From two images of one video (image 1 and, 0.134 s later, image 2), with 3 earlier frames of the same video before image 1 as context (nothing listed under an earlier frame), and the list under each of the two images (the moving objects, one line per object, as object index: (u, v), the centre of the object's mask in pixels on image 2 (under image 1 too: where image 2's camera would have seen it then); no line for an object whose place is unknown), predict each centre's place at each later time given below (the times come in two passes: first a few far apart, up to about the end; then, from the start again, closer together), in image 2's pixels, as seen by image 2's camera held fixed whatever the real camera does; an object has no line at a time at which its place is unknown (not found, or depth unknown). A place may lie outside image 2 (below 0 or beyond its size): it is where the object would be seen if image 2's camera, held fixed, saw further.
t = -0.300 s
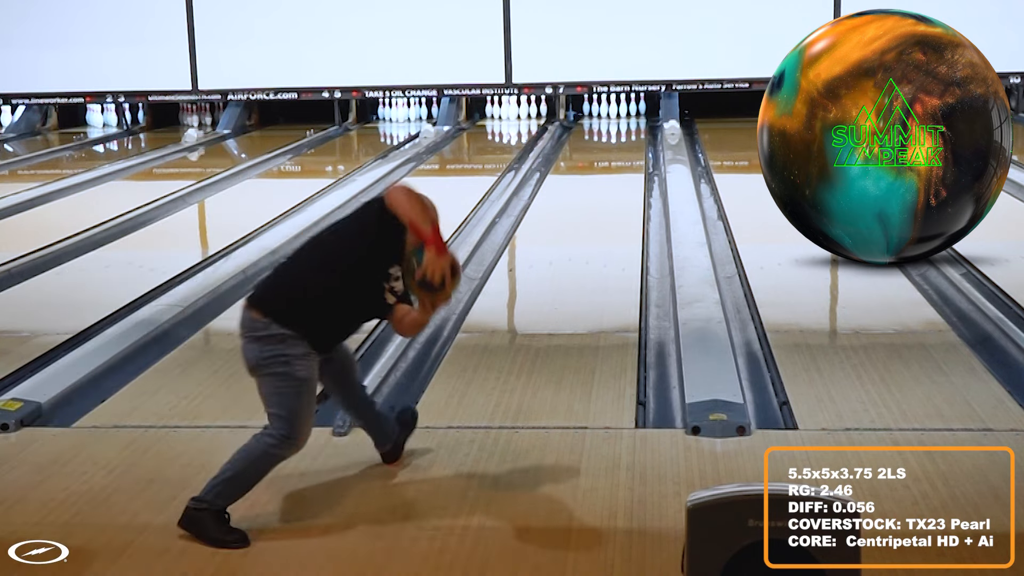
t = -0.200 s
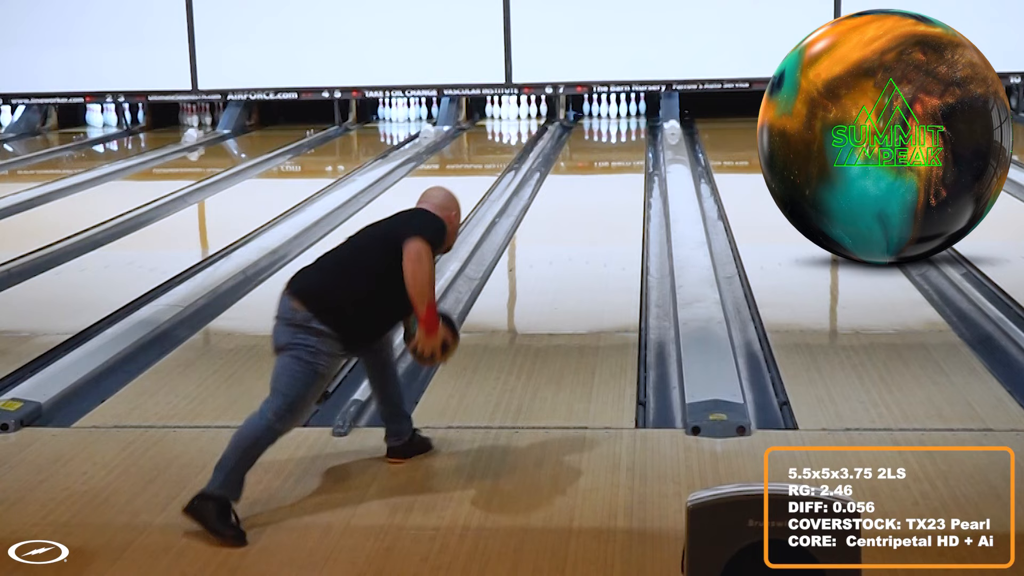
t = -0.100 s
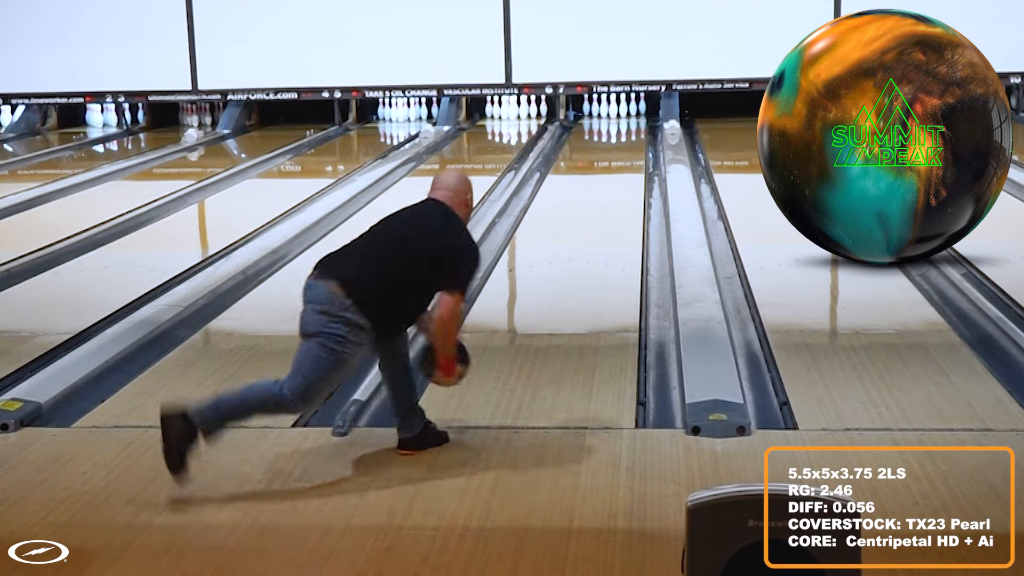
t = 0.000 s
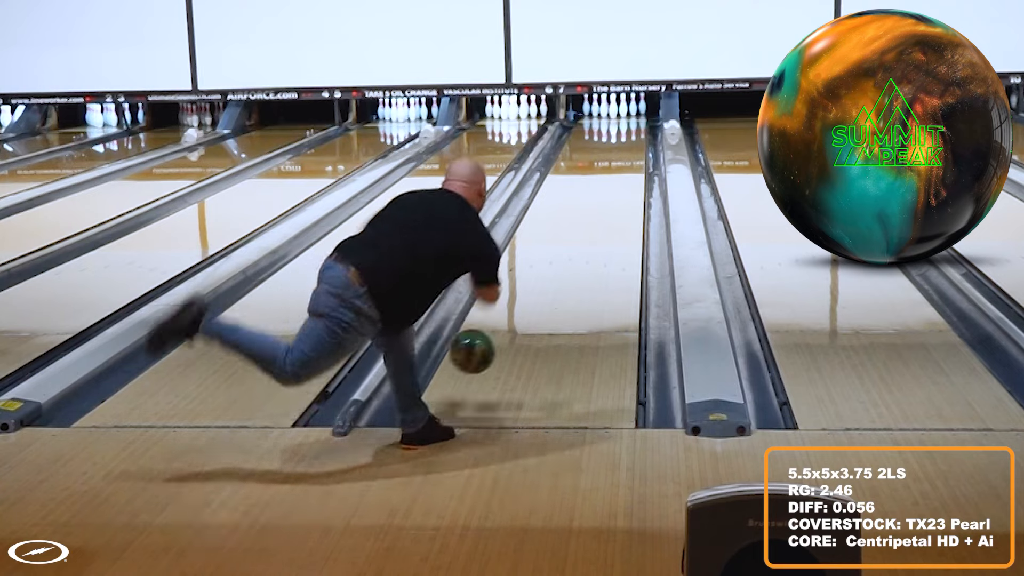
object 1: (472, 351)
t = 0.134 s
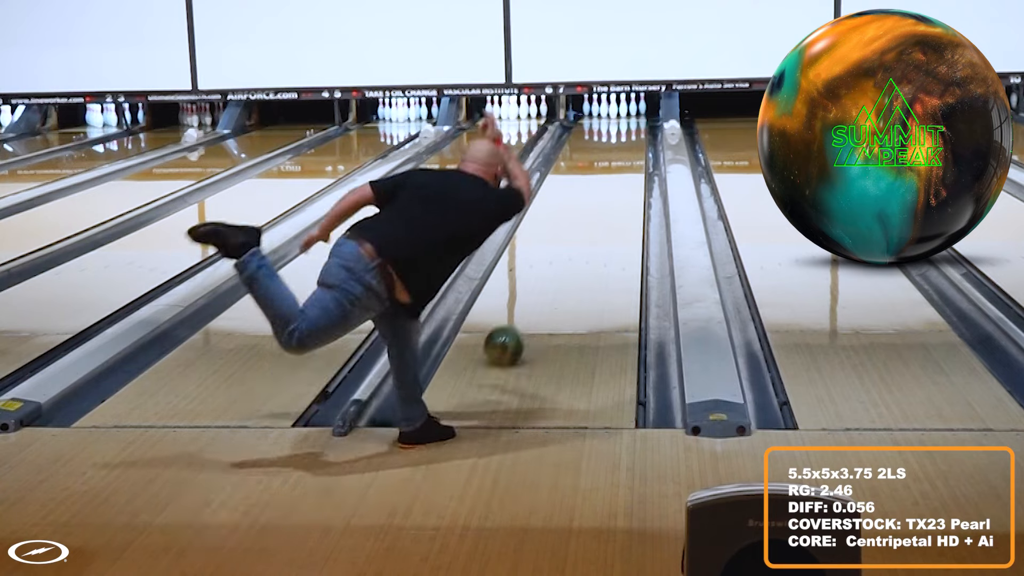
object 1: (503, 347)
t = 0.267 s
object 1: (527, 310)
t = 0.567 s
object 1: (567, 251)
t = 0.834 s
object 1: (590, 214)
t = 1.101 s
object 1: (607, 186)
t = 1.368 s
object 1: (619, 165)
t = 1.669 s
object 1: (630, 146)
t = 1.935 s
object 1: (632, 133)
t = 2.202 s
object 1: (629, 122)
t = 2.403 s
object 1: (623, 116)
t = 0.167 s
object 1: (510, 336)
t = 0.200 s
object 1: (516, 327)
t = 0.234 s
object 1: (522, 319)
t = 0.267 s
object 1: (527, 310)
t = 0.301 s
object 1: (533, 302)
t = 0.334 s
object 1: (538, 294)
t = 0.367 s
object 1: (543, 287)
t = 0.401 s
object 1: (547, 281)
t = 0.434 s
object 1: (551, 274)
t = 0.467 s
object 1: (555, 271)
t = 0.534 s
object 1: (563, 256)
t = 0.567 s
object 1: (567, 251)
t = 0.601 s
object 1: (570, 246)
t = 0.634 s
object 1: (573, 241)
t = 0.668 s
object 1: (577, 236)
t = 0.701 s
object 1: (579, 231)
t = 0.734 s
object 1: (582, 227)
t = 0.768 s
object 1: (585, 223)
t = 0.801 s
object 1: (588, 218)
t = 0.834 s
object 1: (590, 214)
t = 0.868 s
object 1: (593, 211)
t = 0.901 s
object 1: (595, 207)
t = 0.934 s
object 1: (597, 203)
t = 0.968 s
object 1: (600, 200)
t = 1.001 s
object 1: (601, 196)
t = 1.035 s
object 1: (604, 193)
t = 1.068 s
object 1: (605, 190)
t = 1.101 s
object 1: (607, 186)
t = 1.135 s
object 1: (609, 183)
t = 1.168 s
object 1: (611, 180)
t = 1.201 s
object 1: (612, 178)
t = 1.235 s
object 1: (614, 175)
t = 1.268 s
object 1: (616, 172)
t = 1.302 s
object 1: (617, 170)
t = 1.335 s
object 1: (618, 167)
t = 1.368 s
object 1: (619, 165)
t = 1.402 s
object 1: (621, 163)
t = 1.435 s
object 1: (623, 160)
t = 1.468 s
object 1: (624, 158)
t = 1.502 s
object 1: (624, 156)
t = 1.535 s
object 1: (626, 154)
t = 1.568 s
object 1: (627, 152)
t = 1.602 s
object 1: (628, 149)
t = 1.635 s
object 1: (628, 148)
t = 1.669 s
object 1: (630, 146)
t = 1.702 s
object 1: (630, 144)
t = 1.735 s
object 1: (631, 142)
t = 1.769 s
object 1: (632, 141)
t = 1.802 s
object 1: (632, 140)
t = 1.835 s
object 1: (632, 137)
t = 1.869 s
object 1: (632, 135)
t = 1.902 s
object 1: (632, 134)
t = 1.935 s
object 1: (632, 133)
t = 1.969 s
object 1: (632, 131)
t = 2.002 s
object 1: (631, 130)
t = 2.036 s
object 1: (632, 128)
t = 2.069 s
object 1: (631, 127)
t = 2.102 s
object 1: (630, 126)
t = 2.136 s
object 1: (631, 125)
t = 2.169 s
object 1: (630, 123)
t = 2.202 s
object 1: (629, 122)
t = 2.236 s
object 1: (628, 121)
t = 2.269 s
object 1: (627, 120)
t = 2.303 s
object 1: (626, 119)
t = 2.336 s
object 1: (624, 119)
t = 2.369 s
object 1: (624, 116)
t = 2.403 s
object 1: (623, 116)
